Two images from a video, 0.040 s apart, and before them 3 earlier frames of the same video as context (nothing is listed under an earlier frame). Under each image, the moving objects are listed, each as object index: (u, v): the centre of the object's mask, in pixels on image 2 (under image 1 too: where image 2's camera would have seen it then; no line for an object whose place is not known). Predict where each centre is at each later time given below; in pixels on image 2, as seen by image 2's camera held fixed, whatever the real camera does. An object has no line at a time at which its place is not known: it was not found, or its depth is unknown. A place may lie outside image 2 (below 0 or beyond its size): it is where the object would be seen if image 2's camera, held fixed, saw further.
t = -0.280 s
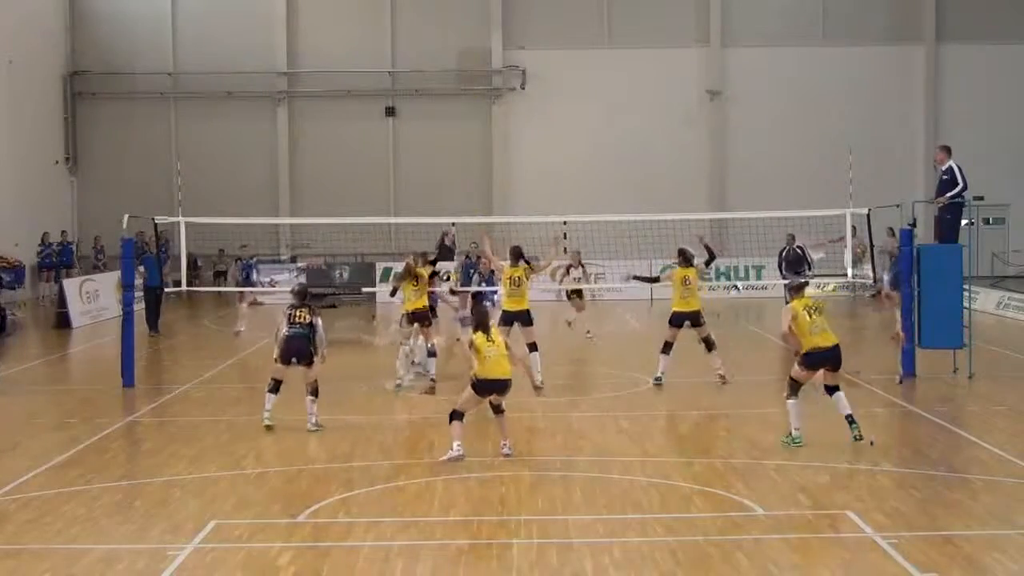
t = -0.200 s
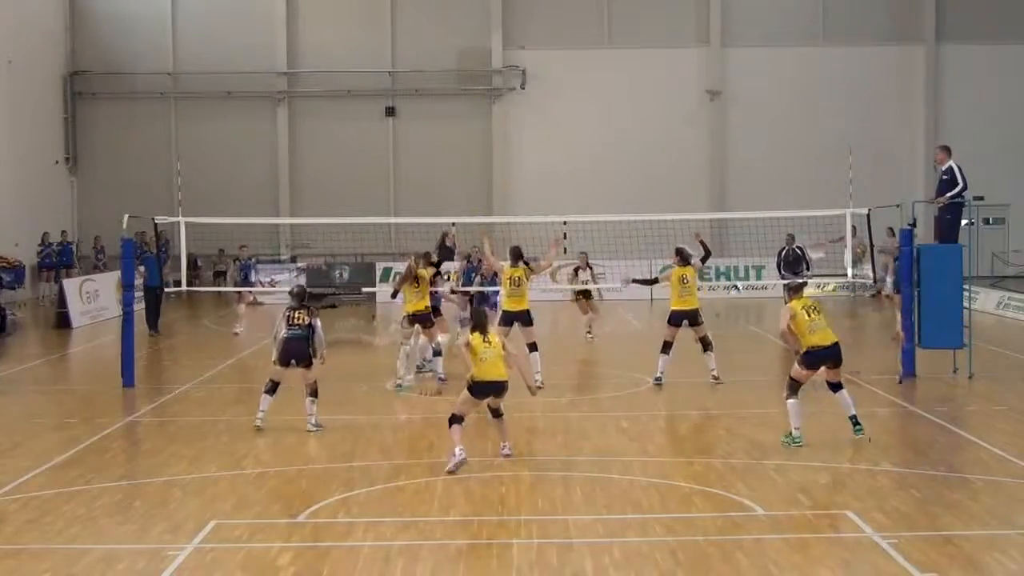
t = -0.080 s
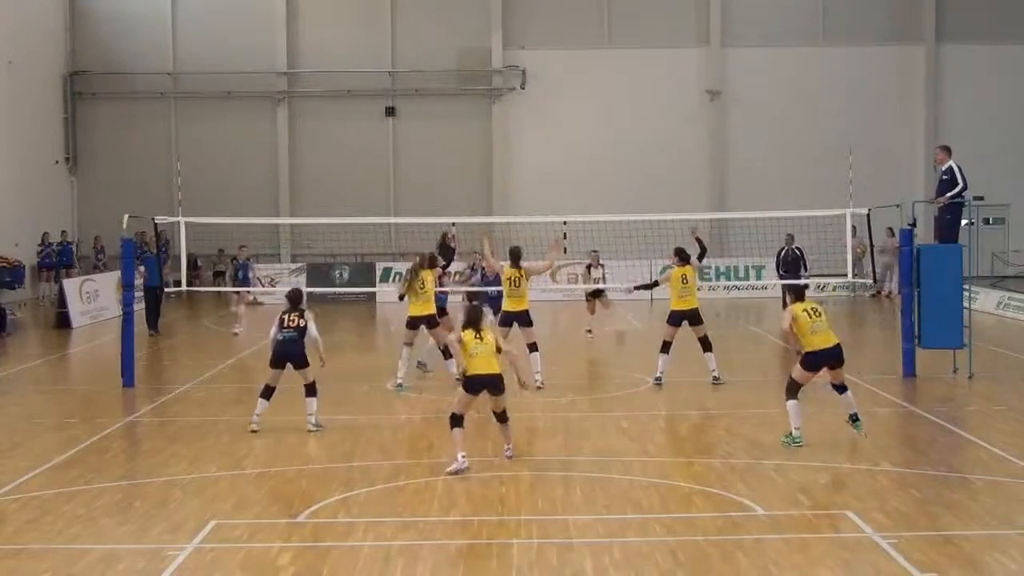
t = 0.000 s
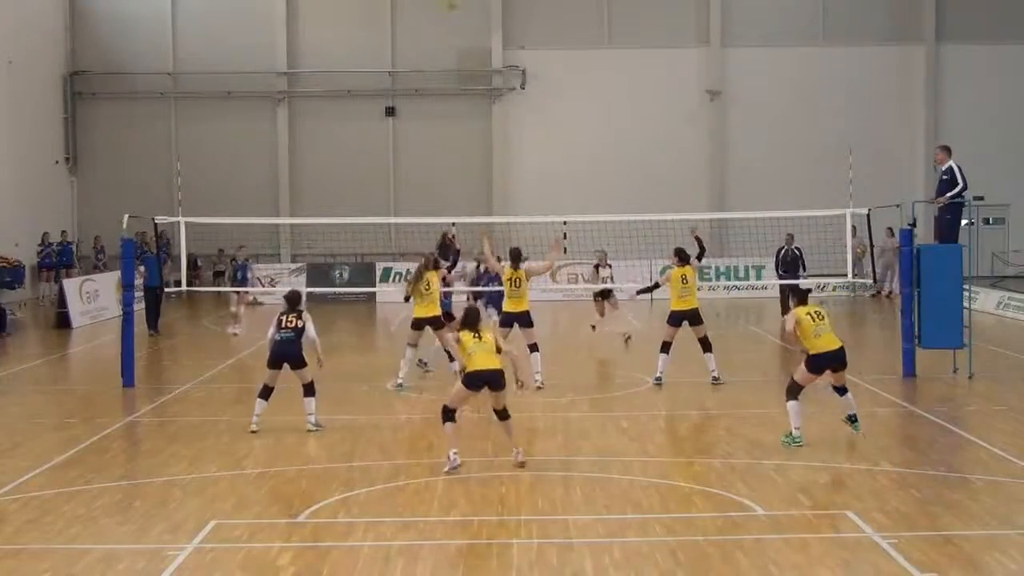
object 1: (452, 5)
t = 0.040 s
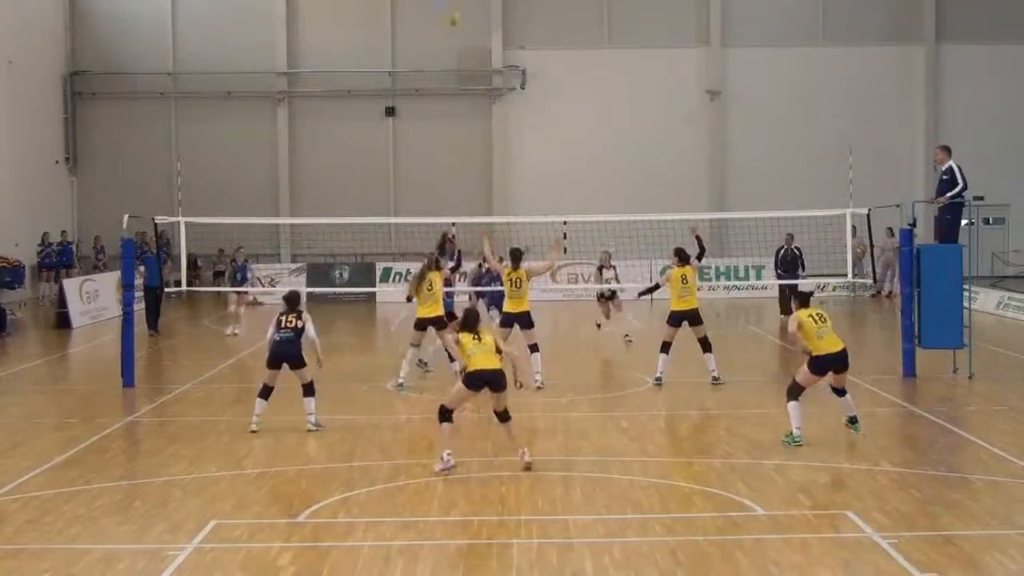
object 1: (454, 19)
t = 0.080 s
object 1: (453, 38)
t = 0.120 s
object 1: (453, 58)
